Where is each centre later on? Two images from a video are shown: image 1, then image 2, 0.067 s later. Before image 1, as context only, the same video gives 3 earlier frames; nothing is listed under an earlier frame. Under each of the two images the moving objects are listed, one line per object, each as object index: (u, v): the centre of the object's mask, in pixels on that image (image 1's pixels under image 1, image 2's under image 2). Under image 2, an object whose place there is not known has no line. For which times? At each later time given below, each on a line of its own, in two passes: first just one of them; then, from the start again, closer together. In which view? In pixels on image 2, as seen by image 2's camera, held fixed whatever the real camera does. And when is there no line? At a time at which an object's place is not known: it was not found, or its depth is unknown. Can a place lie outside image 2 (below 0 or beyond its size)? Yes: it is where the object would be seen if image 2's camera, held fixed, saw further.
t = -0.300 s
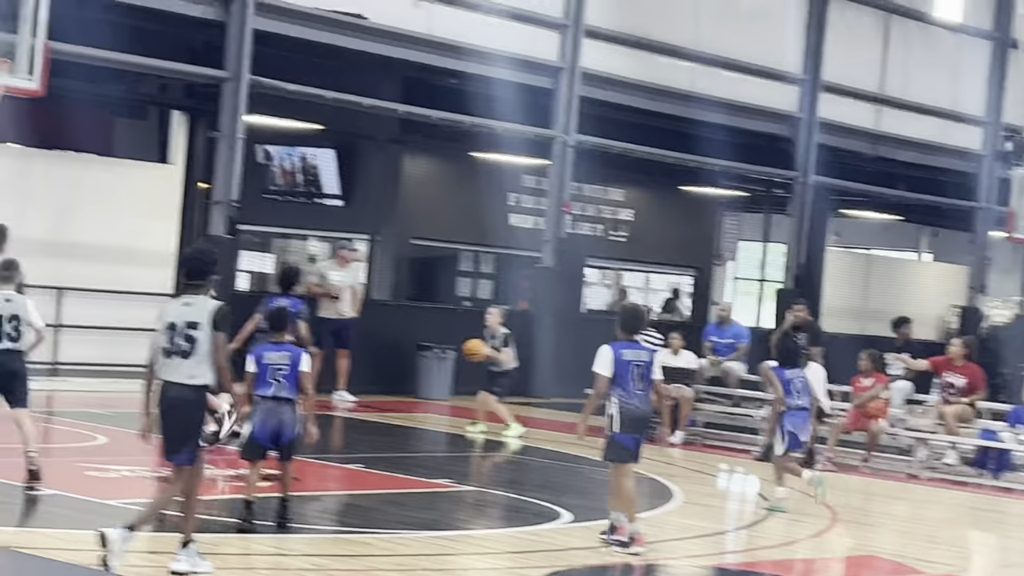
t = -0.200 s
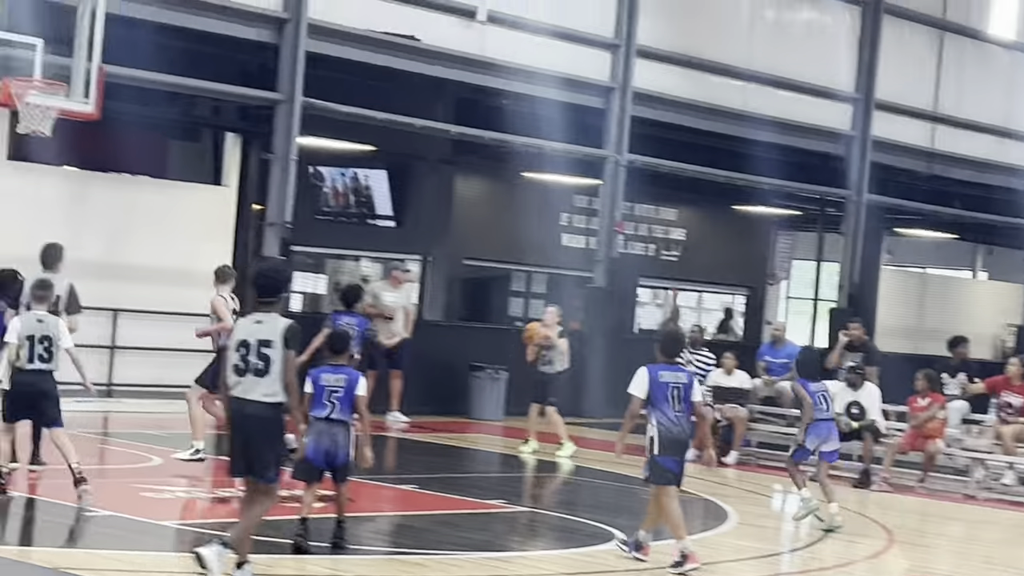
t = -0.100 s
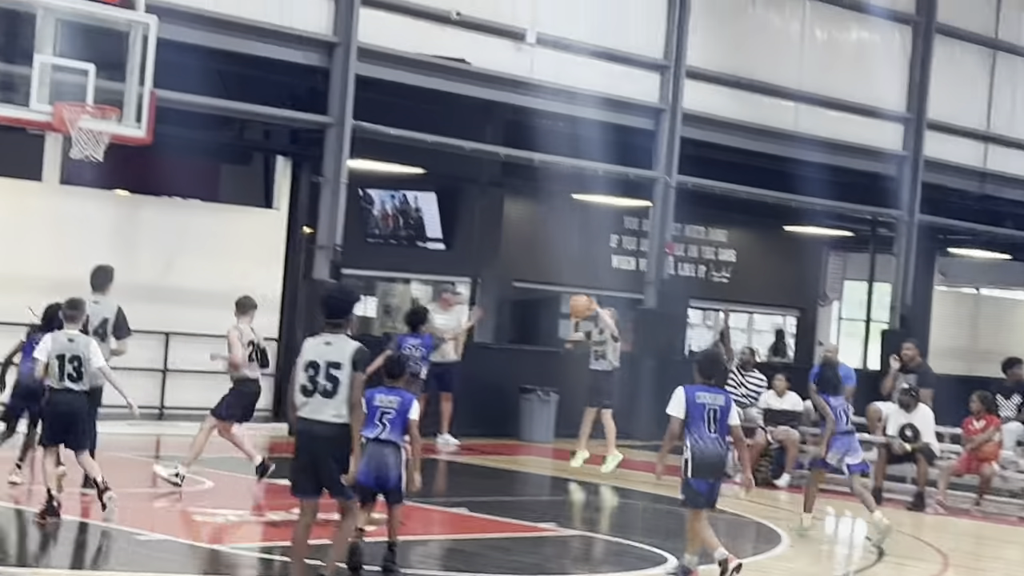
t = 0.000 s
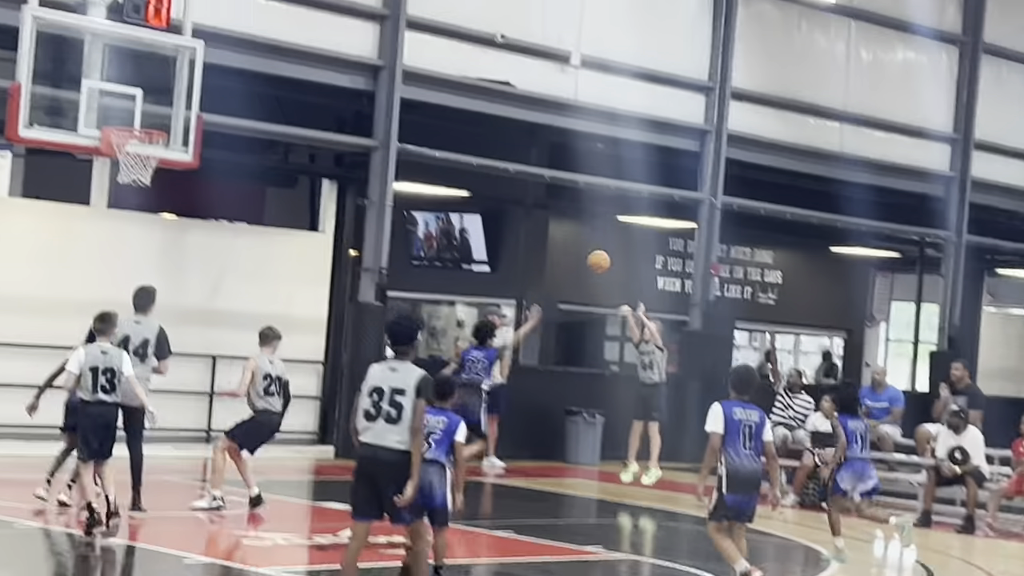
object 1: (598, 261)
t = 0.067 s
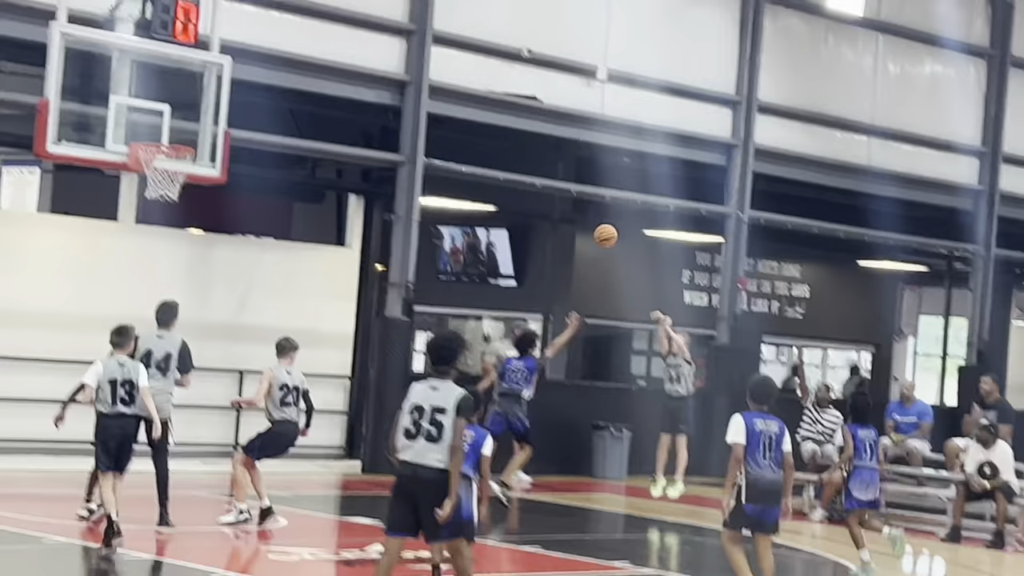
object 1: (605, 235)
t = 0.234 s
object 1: (557, 152)
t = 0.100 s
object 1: (596, 217)
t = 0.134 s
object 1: (586, 200)
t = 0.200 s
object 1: (567, 168)
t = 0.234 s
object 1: (557, 152)
